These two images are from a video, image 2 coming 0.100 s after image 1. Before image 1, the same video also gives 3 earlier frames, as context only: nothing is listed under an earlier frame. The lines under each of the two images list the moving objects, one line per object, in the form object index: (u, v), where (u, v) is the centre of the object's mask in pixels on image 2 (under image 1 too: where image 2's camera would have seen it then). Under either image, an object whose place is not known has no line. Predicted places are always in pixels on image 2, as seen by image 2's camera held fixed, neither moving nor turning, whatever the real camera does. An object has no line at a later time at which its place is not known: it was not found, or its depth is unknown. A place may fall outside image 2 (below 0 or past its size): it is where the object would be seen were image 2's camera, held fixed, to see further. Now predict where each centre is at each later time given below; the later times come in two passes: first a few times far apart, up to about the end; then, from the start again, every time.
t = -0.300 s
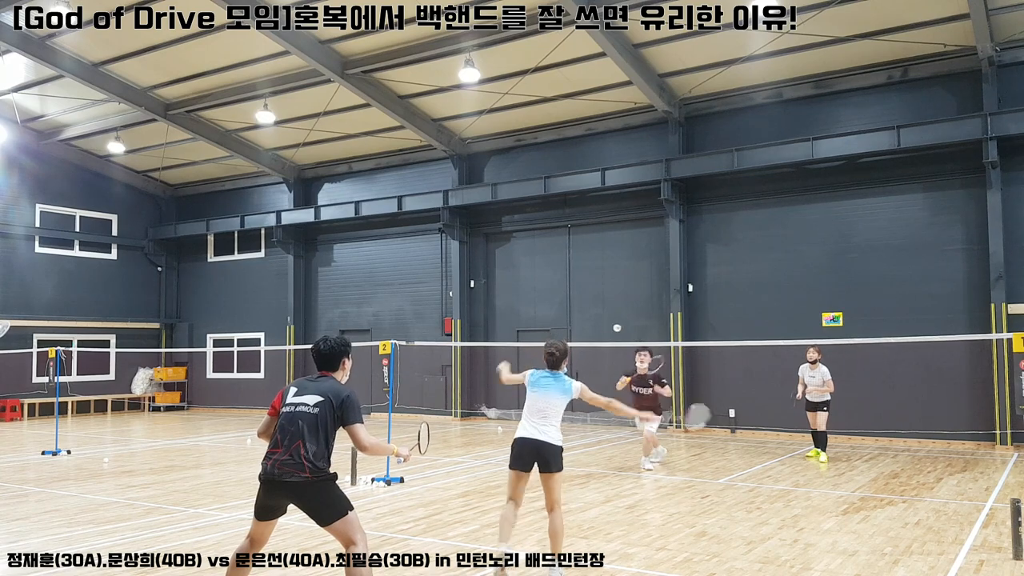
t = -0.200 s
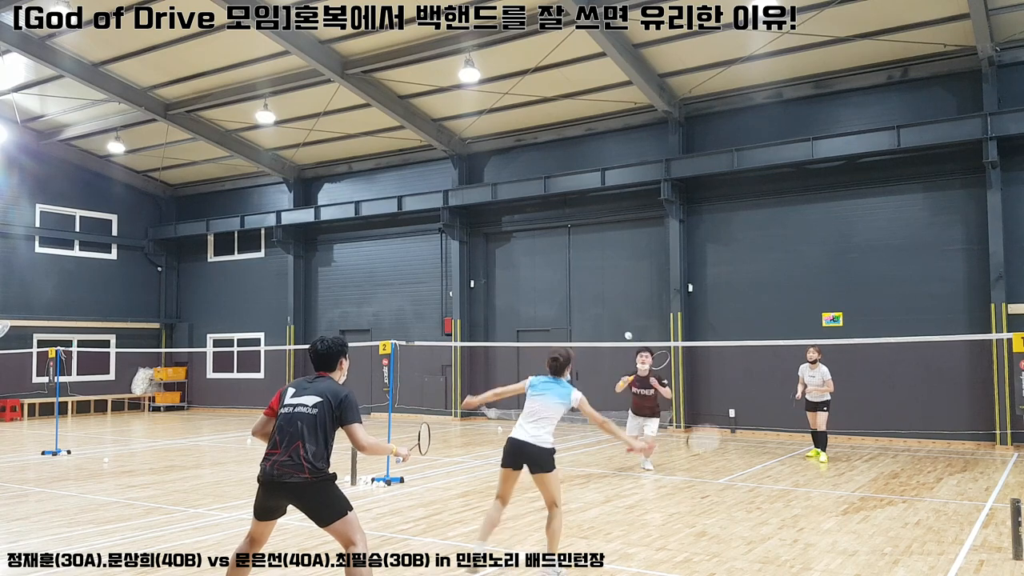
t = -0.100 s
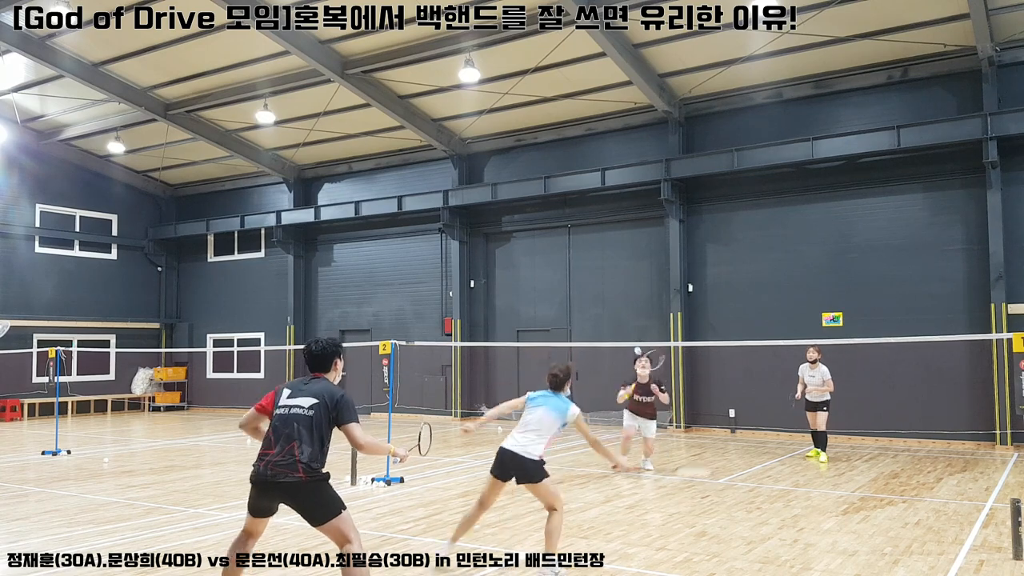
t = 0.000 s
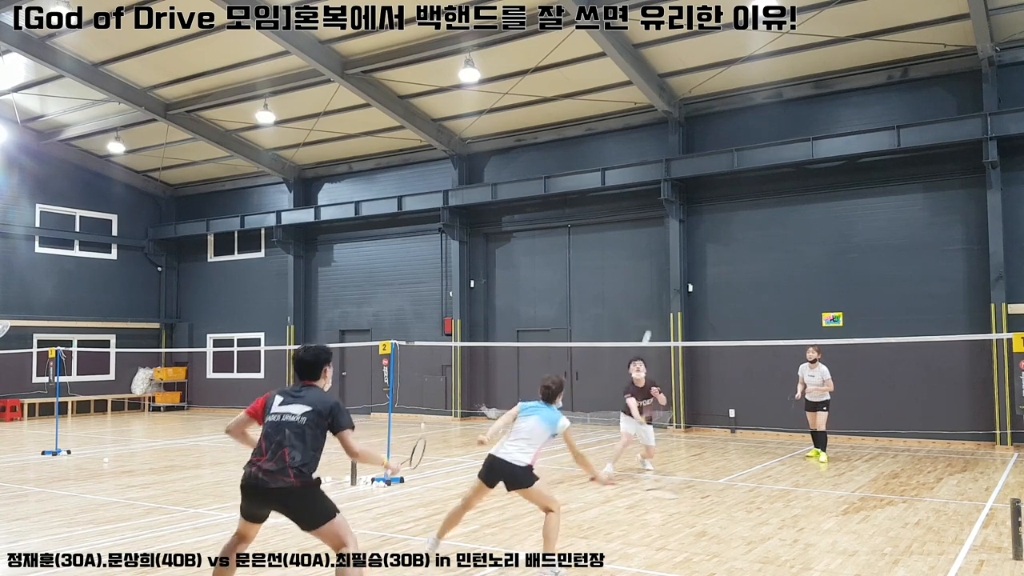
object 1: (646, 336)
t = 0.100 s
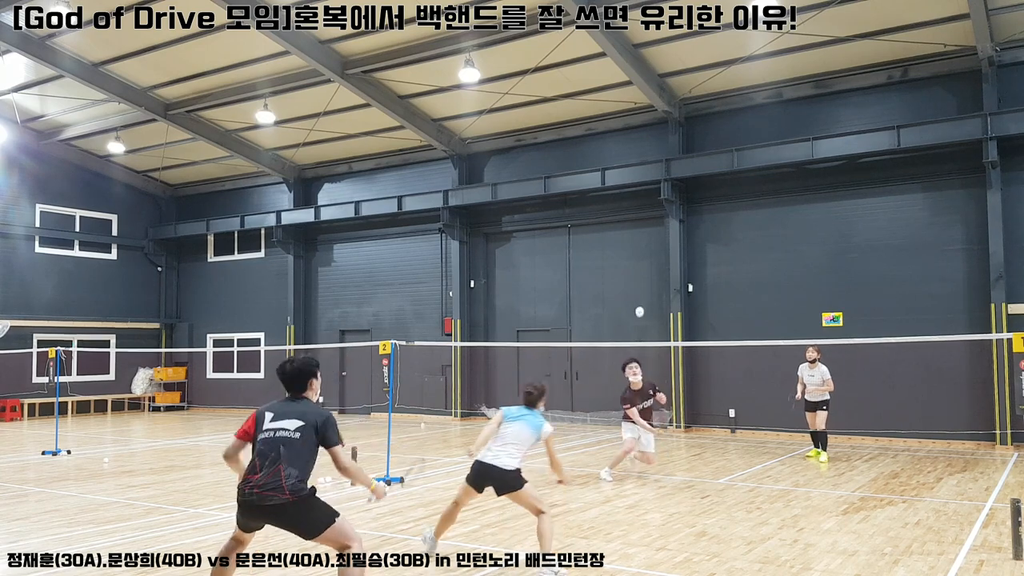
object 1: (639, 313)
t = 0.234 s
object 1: (635, 292)
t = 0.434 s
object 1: (623, 310)
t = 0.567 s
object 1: (610, 375)
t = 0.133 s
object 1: (639, 305)
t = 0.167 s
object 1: (638, 299)
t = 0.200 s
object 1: (637, 295)
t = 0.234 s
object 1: (635, 292)
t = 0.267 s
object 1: (633, 290)
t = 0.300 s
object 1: (632, 290)
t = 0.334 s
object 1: (630, 292)
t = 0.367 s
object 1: (628, 296)
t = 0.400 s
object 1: (625, 301)
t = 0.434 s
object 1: (623, 310)
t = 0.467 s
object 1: (620, 321)
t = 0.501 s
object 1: (617, 334)
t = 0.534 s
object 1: (613, 355)
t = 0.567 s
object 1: (610, 375)
